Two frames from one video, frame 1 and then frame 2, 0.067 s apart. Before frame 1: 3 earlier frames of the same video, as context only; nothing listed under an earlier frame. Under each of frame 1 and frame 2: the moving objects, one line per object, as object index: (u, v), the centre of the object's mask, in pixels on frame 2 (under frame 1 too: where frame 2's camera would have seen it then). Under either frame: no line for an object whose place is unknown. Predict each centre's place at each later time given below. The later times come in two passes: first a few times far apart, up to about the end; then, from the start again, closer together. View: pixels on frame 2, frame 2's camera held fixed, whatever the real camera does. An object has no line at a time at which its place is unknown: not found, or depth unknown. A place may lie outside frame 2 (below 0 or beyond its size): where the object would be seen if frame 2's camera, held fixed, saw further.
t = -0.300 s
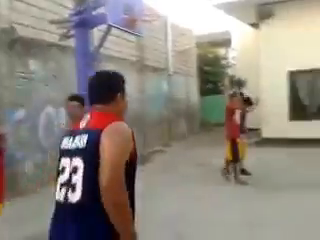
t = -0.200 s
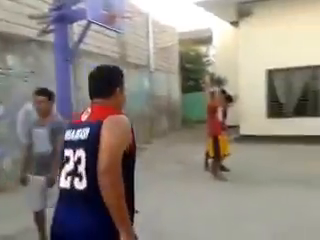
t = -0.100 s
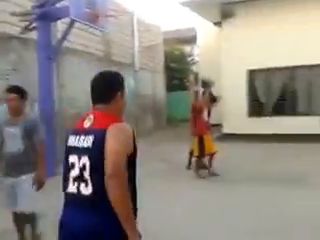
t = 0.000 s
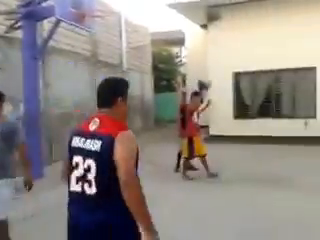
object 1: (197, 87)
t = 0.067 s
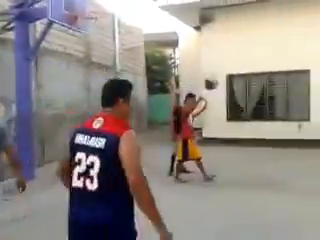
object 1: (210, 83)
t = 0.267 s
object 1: (261, 90)
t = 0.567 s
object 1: (364, 166)
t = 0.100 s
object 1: (218, 83)
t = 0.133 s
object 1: (227, 81)
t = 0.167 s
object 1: (234, 82)
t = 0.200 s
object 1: (243, 84)
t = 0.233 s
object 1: (252, 87)
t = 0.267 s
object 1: (261, 90)
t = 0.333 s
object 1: (282, 99)
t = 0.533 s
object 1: (353, 152)
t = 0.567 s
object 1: (364, 166)
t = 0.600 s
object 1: (374, 180)
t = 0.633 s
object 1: (384, 194)
